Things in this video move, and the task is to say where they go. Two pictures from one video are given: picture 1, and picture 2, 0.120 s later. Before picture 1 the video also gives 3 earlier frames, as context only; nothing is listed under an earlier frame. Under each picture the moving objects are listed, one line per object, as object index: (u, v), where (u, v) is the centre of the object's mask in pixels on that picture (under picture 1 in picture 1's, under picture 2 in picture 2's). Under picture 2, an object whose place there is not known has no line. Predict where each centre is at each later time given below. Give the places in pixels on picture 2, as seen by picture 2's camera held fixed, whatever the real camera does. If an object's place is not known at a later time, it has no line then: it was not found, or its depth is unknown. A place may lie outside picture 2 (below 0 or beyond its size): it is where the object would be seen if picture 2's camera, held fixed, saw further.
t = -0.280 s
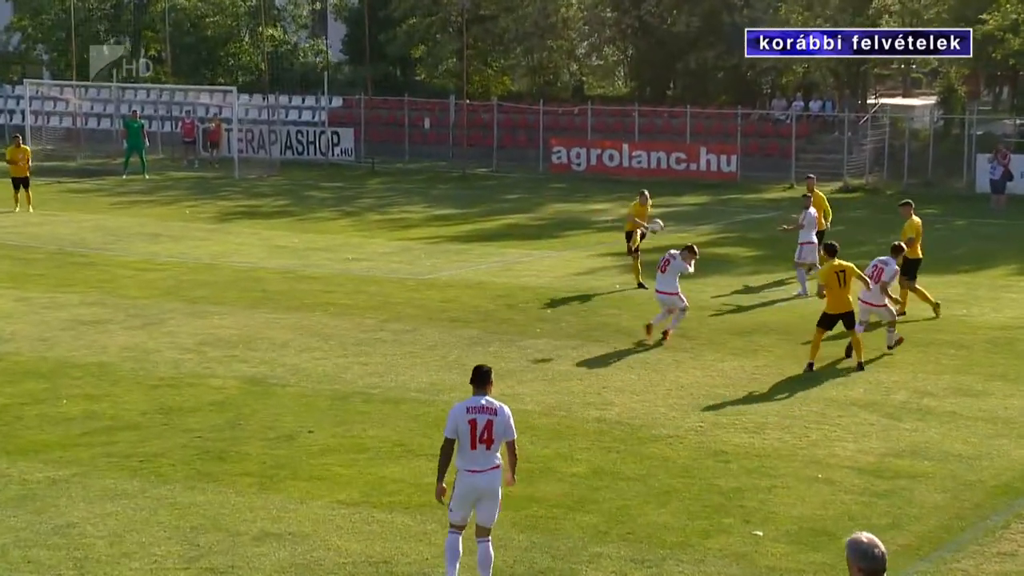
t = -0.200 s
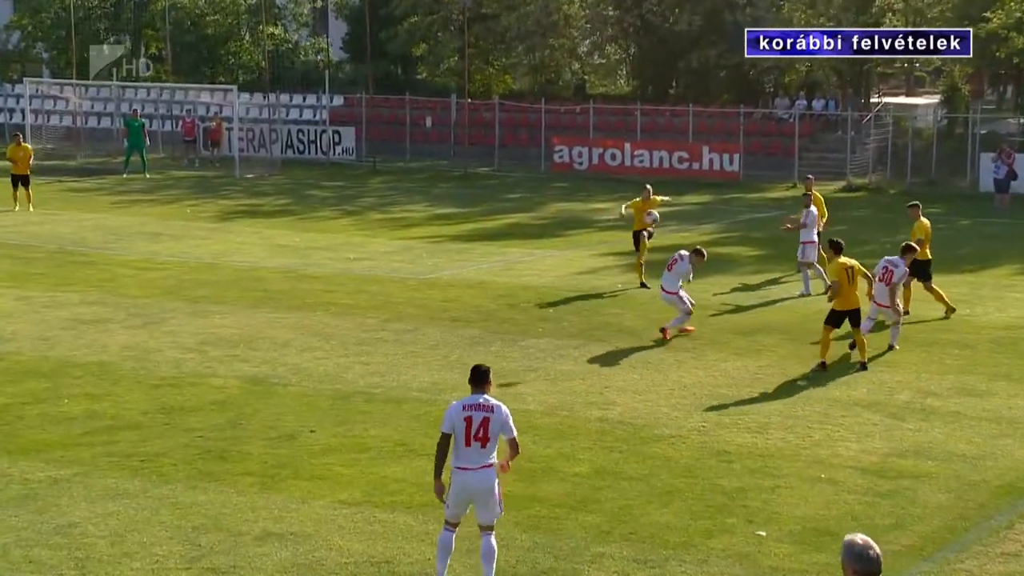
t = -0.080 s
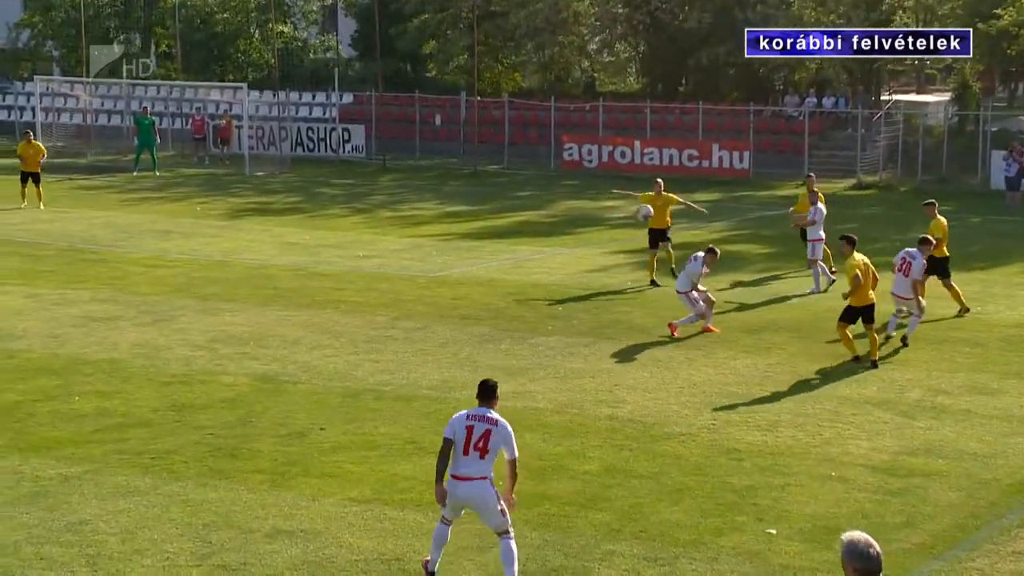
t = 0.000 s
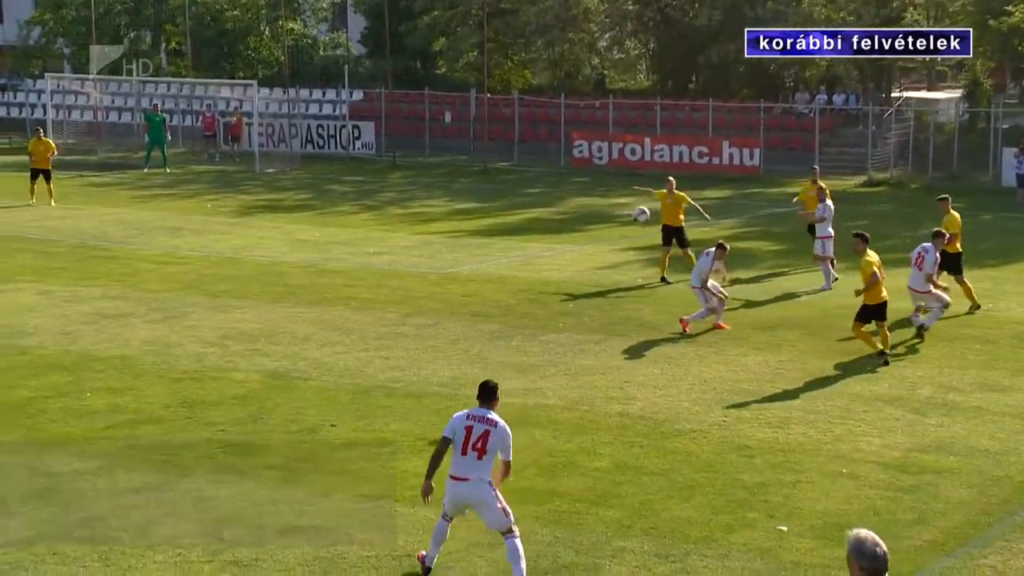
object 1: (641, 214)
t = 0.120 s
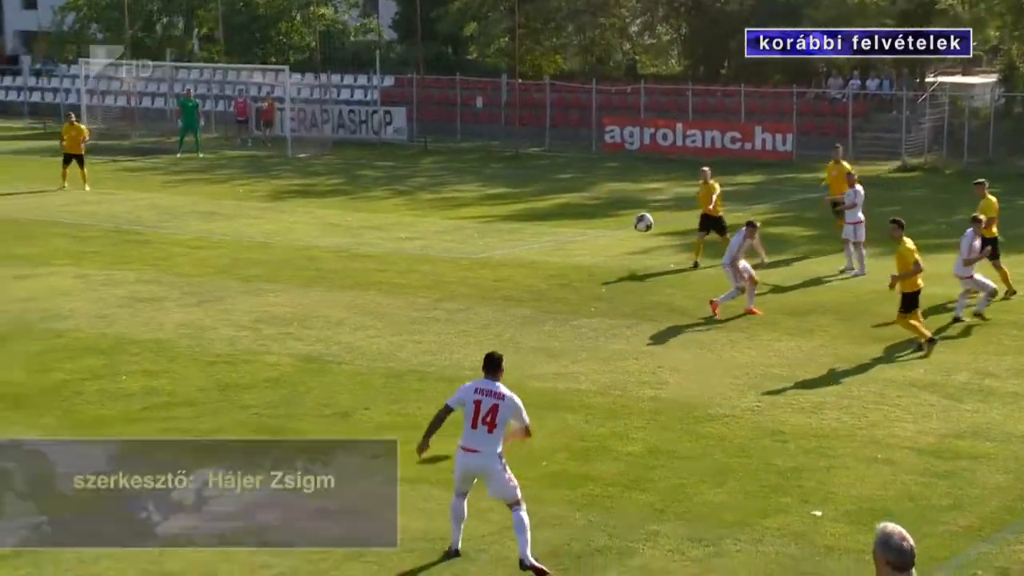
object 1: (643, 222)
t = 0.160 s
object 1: (633, 232)
